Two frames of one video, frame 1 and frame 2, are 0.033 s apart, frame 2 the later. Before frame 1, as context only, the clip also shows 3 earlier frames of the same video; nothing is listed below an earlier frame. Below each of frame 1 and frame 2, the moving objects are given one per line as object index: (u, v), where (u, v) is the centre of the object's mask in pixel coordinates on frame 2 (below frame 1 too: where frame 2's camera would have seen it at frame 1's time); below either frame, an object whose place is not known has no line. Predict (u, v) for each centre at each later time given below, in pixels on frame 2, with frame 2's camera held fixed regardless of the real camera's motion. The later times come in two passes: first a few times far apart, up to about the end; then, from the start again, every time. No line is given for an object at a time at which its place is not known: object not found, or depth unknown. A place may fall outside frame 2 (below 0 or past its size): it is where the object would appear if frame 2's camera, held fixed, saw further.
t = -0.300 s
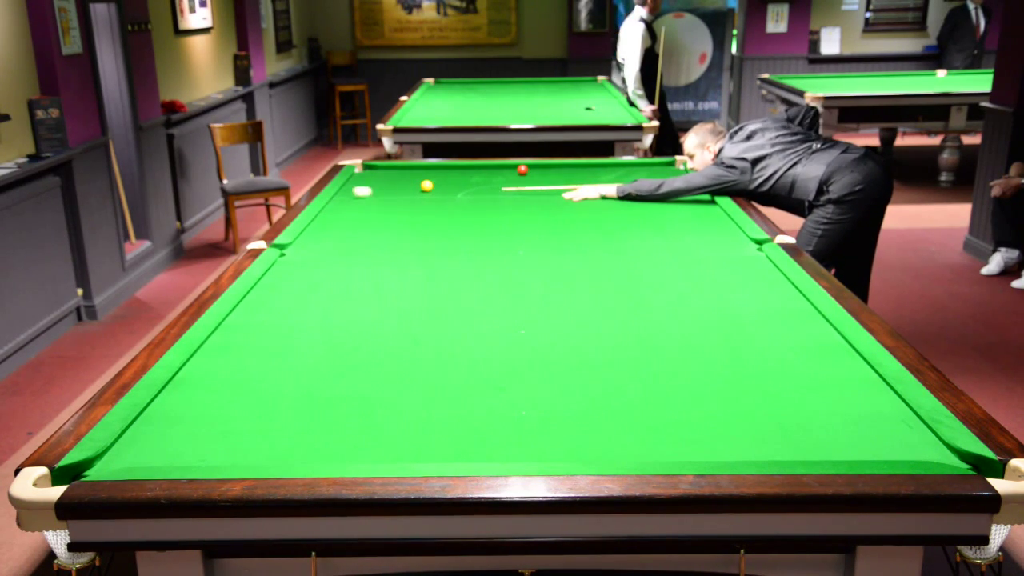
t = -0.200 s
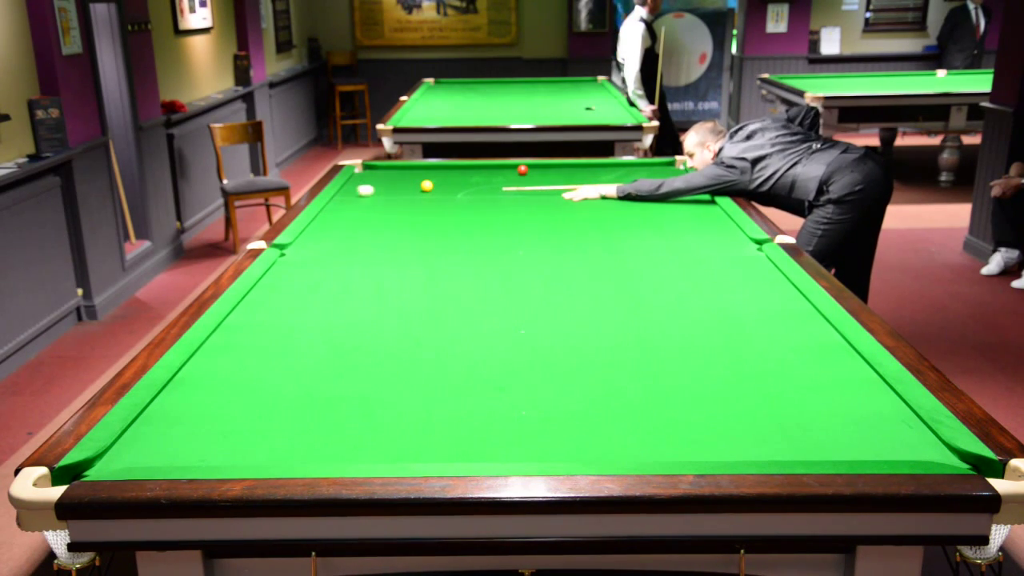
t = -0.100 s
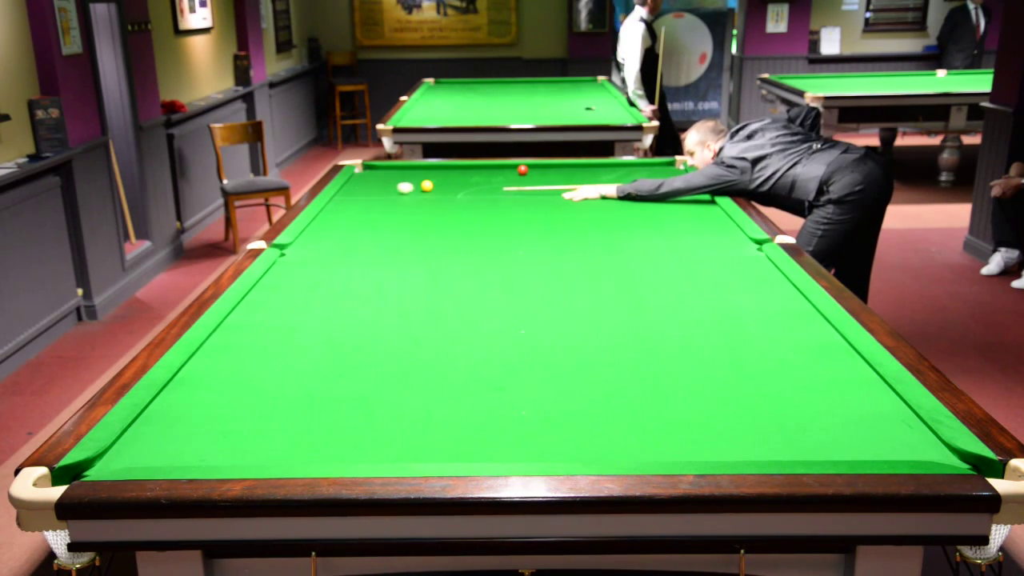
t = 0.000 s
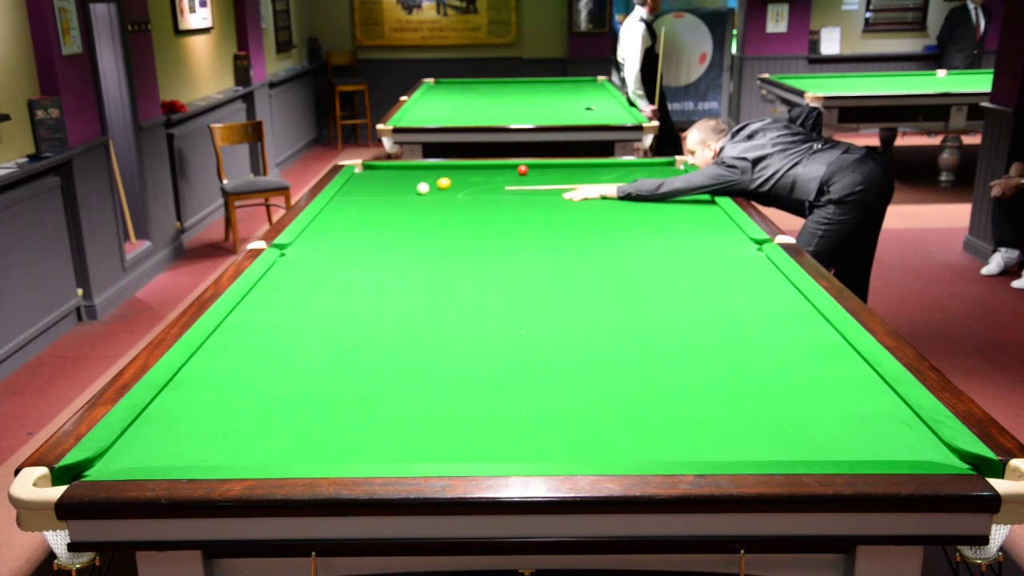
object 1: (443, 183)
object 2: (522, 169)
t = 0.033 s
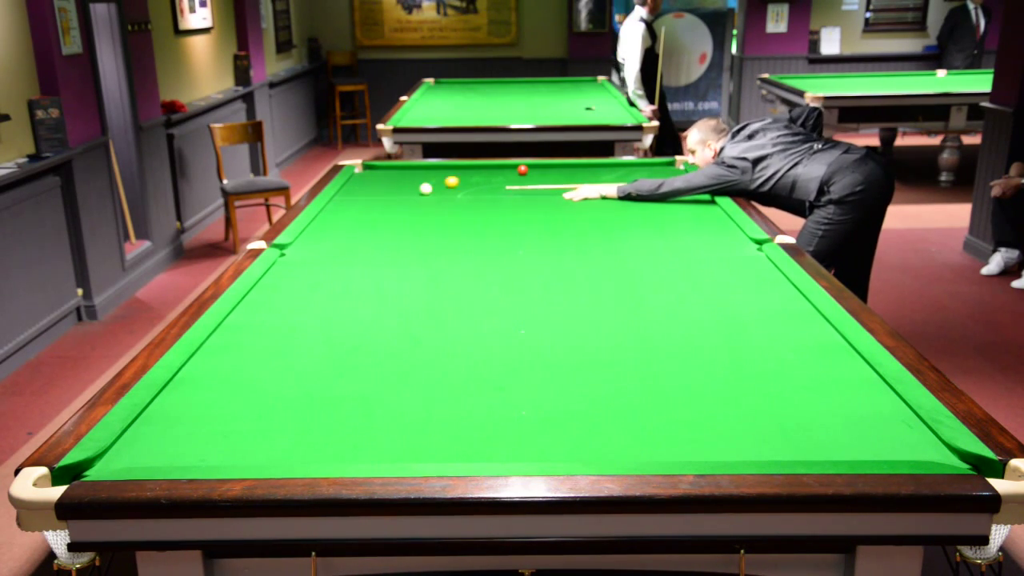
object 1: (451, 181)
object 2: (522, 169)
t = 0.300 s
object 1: (500, 173)
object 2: (522, 169)
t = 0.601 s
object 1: (531, 171)
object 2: (537, 165)
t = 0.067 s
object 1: (459, 180)
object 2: (522, 169)
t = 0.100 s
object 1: (466, 179)
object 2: (522, 169)
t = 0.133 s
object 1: (473, 178)
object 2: (522, 169)
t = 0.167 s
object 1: (479, 177)
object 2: (522, 169)
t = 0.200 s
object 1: (484, 176)
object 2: (522, 169)
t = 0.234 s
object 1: (490, 175)
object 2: (522, 169)
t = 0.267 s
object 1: (495, 174)
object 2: (522, 169)
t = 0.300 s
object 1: (500, 173)
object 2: (522, 169)
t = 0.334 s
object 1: (506, 173)
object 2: (522, 169)
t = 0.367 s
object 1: (511, 172)
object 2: (522, 169)
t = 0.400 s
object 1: (515, 171)
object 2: (524, 169)
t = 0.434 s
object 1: (519, 171)
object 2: (526, 168)
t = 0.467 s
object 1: (521, 171)
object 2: (528, 168)
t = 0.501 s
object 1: (523, 171)
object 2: (531, 166)
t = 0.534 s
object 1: (526, 171)
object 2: (533, 166)
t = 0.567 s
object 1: (529, 171)
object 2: (535, 165)
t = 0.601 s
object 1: (531, 171)
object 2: (537, 165)
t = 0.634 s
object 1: (534, 171)
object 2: (538, 164)
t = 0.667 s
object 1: (537, 171)
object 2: (540, 163)
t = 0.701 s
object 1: (539, 171)
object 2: (541, 163)
